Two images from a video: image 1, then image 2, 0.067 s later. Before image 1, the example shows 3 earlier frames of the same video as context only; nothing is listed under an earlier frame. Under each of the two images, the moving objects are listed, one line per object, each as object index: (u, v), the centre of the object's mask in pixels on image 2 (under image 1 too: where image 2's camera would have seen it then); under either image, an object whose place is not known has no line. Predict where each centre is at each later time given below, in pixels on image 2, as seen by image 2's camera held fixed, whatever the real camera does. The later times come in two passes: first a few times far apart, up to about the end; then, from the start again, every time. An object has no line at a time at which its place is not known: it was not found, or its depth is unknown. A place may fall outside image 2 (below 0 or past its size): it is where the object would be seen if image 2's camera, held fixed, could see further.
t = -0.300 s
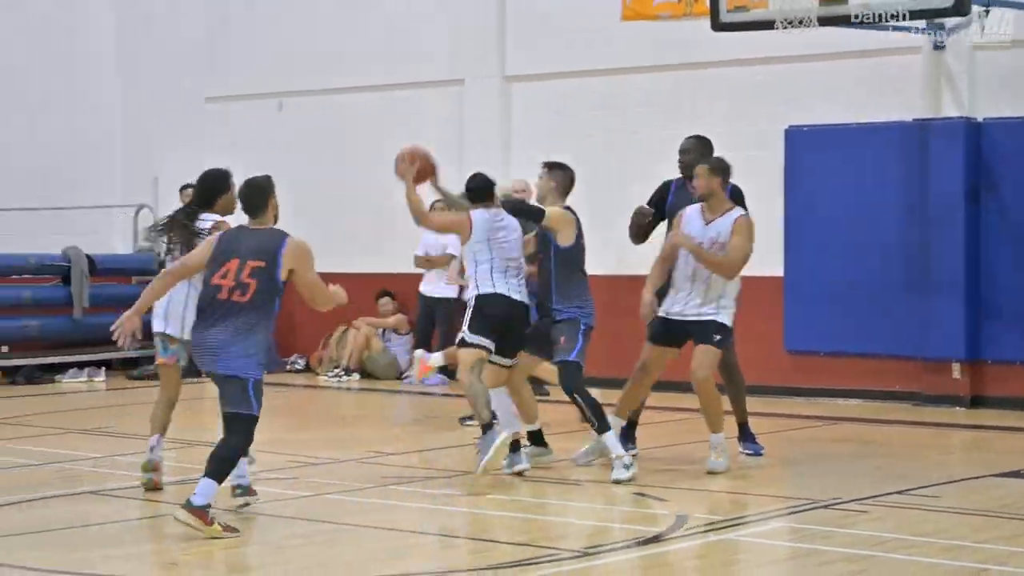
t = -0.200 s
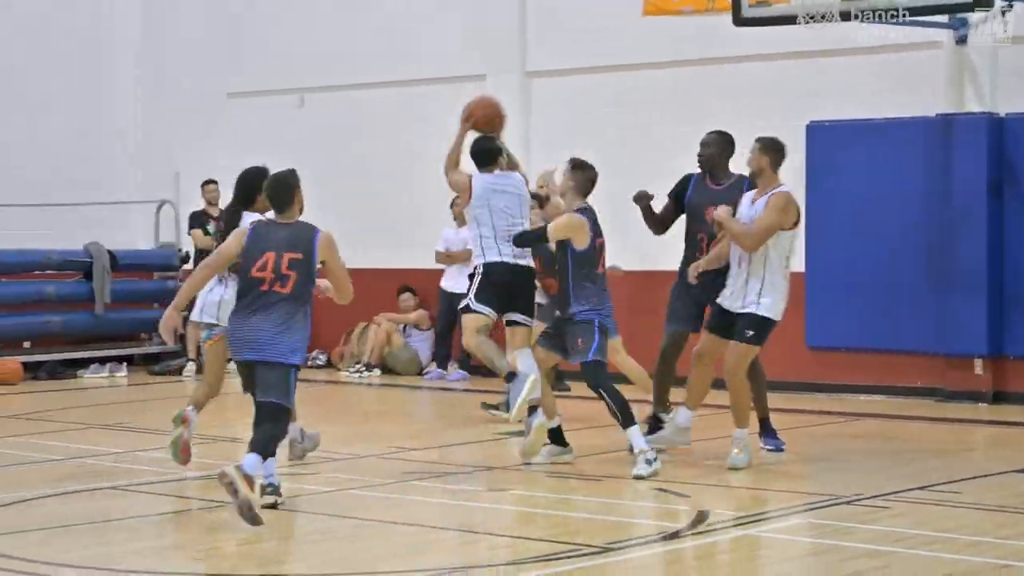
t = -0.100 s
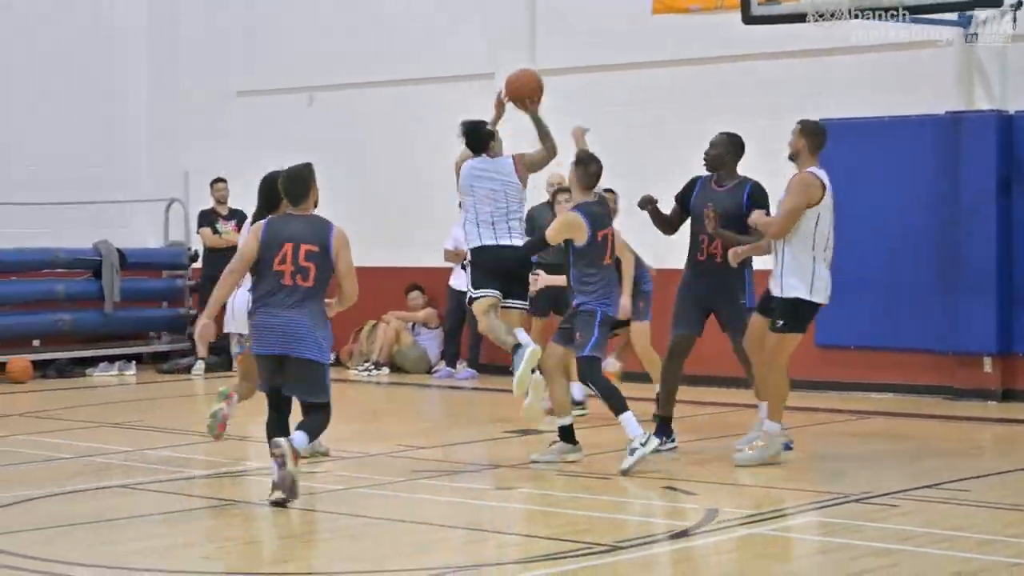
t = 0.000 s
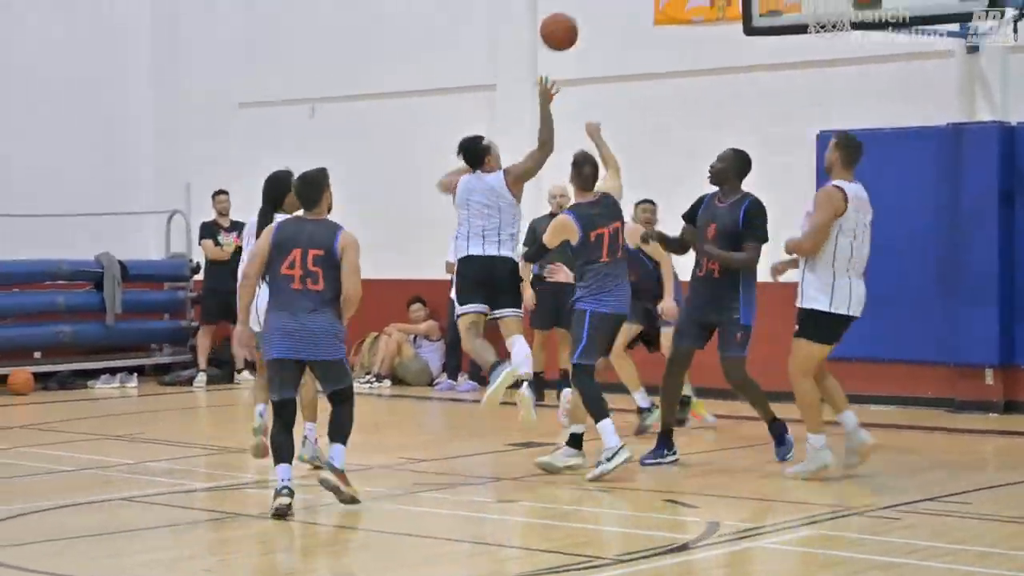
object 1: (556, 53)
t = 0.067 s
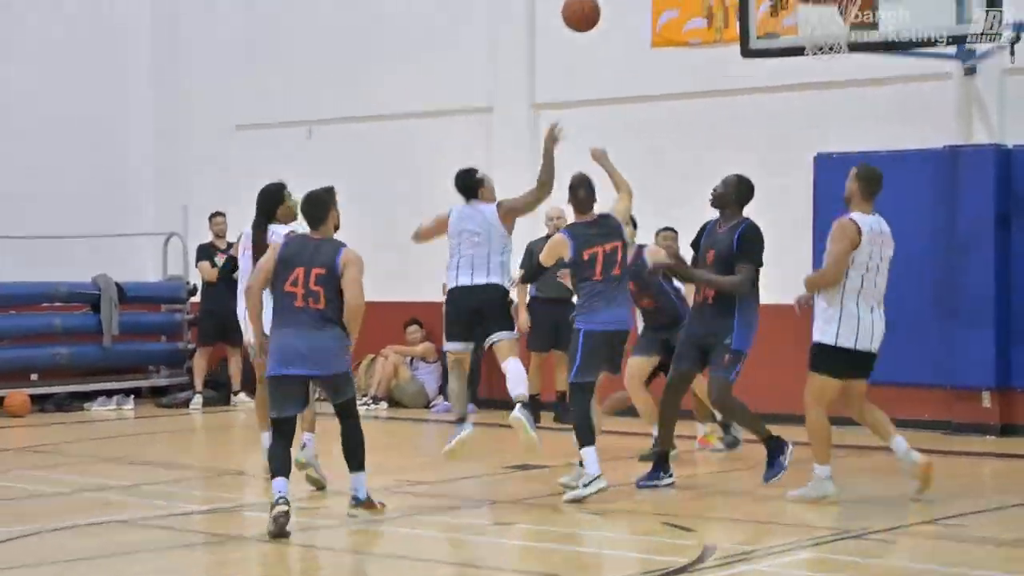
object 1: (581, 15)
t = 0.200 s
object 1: (630, -49)
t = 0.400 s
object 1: (698, -82)
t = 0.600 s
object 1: (767, -56)
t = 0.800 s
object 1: (829, 17)
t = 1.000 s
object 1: (871, 87)
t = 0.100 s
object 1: (593, -3)
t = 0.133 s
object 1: (605, -19)
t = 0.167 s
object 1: (618, -35)
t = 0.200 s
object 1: (630, -49)
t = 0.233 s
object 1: (642, -60)
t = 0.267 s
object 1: (653, -68)
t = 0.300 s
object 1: (664, -76)
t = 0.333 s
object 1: (676, -78)
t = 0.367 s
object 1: (687, -82)
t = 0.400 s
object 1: (698, -82)
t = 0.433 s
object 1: (710, -84)
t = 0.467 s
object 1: (721, -83)
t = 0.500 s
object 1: (733, -78)
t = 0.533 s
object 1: (744, -72)
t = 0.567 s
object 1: (756, -65)
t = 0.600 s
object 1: (767, -56)
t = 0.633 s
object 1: (778, -45)
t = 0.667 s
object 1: (789, -32)
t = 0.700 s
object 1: (800, -18)
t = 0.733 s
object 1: (811, -8)
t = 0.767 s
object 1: (821, 6)
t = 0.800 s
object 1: (829, 17)
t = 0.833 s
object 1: (845, 31)
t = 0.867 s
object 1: (851, 39)
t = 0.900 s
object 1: (856, 49)
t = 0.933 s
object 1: (861, 60)
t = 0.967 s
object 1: (866, 73)
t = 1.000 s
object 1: (871, 87)
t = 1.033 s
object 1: (875, 103)
